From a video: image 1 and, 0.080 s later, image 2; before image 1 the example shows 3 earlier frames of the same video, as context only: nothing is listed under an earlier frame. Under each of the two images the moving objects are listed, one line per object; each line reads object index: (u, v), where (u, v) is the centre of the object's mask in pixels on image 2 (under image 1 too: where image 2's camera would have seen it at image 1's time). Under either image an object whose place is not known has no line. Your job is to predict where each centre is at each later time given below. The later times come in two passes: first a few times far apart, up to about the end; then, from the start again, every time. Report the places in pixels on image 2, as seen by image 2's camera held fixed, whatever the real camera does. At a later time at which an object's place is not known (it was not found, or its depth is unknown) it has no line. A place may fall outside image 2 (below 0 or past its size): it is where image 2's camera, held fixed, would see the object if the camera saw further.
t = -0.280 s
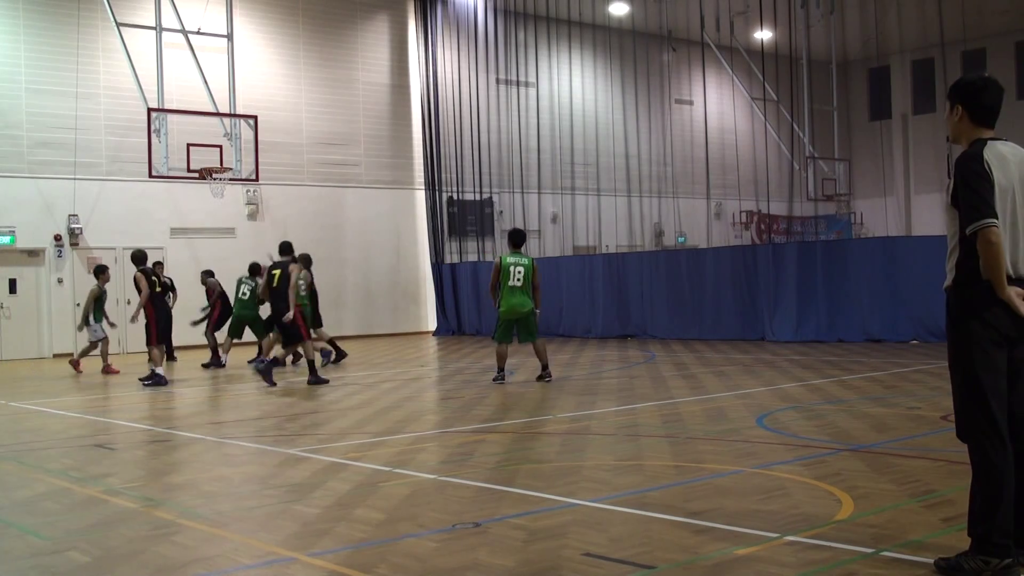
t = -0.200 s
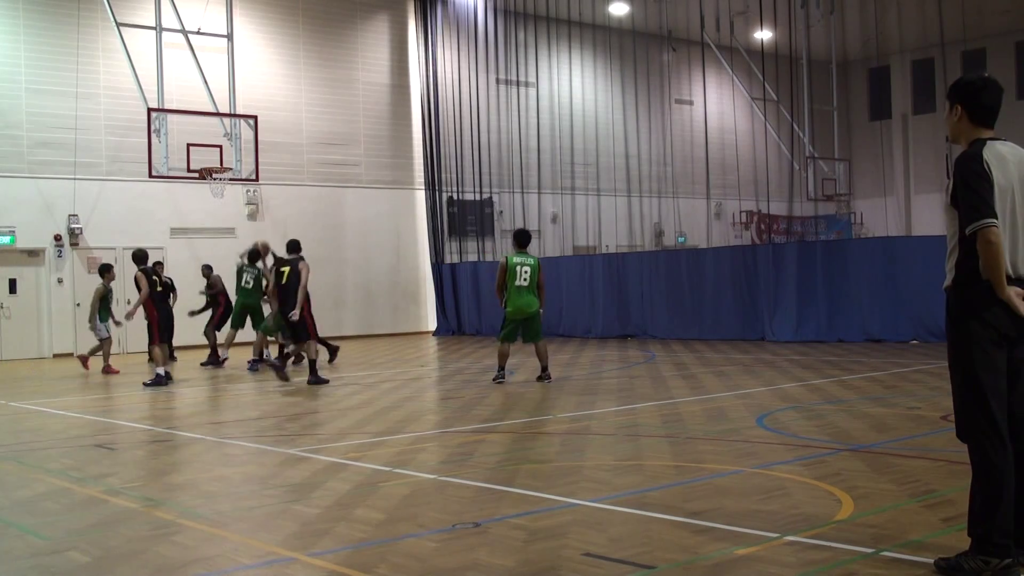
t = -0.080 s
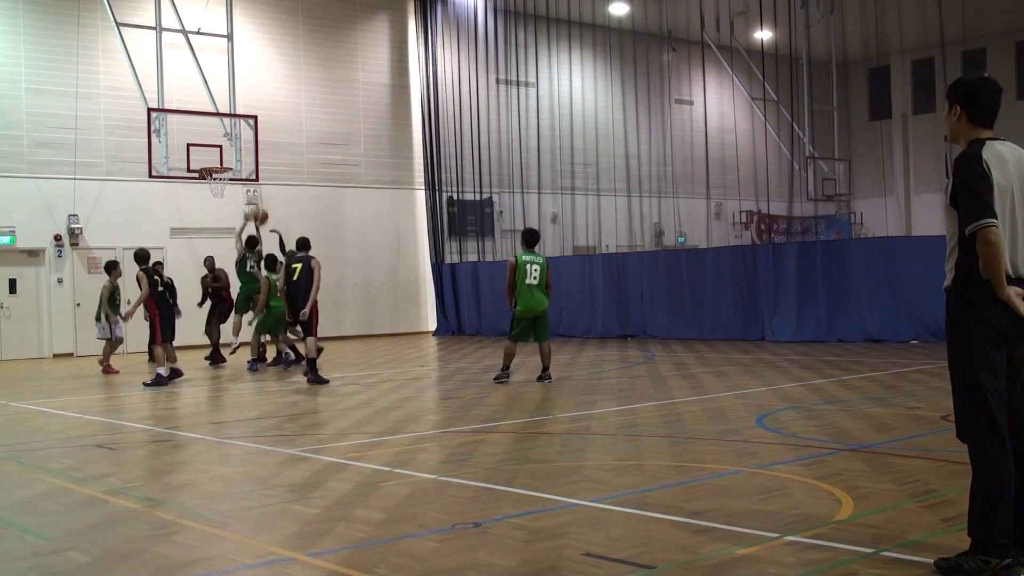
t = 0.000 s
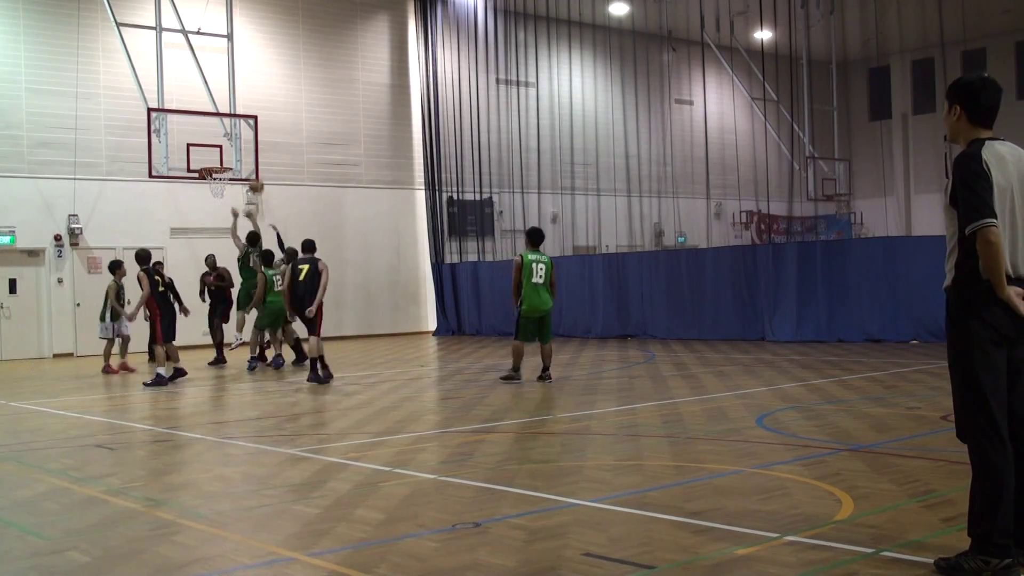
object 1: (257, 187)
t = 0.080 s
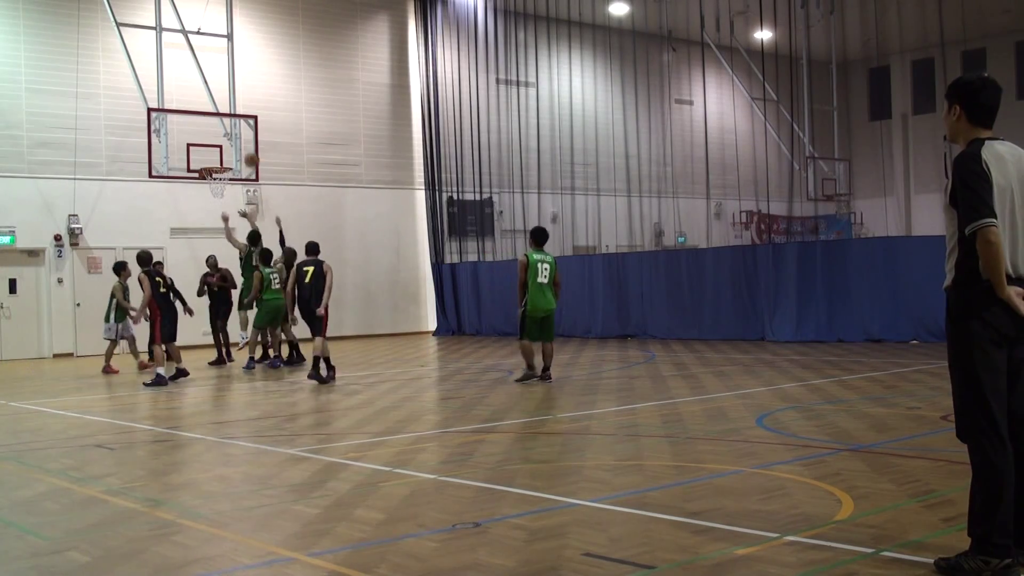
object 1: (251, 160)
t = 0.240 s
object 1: (243, 119)
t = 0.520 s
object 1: (229, 86)
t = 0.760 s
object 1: (218, 97)
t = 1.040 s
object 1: (222, 97)
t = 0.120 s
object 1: (249, 148)
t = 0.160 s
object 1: (248, 138)
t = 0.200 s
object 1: (245, 127)
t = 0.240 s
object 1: (243, 119)
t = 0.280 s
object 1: (241, 111)
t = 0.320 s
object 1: (239, 105)
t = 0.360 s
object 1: (237, 99)
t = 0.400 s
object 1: (234, 94)
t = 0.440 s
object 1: (232, 91)
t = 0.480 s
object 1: (231, 88)
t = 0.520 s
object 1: (229, 86)
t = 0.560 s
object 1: (227, 85)
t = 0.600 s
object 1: (225, 86)
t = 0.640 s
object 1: (223, 87)
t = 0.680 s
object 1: (222, 89)
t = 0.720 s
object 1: (220, 93)
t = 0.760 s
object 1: (218, 97)
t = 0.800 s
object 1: (217, 102)
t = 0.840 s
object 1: (216, 104)
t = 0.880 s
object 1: (217, 101)
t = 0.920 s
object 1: (218, 99)
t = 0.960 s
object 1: (219, 97)
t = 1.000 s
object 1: (221, 97)
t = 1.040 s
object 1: (222, 97)
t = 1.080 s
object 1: (224, 99)
